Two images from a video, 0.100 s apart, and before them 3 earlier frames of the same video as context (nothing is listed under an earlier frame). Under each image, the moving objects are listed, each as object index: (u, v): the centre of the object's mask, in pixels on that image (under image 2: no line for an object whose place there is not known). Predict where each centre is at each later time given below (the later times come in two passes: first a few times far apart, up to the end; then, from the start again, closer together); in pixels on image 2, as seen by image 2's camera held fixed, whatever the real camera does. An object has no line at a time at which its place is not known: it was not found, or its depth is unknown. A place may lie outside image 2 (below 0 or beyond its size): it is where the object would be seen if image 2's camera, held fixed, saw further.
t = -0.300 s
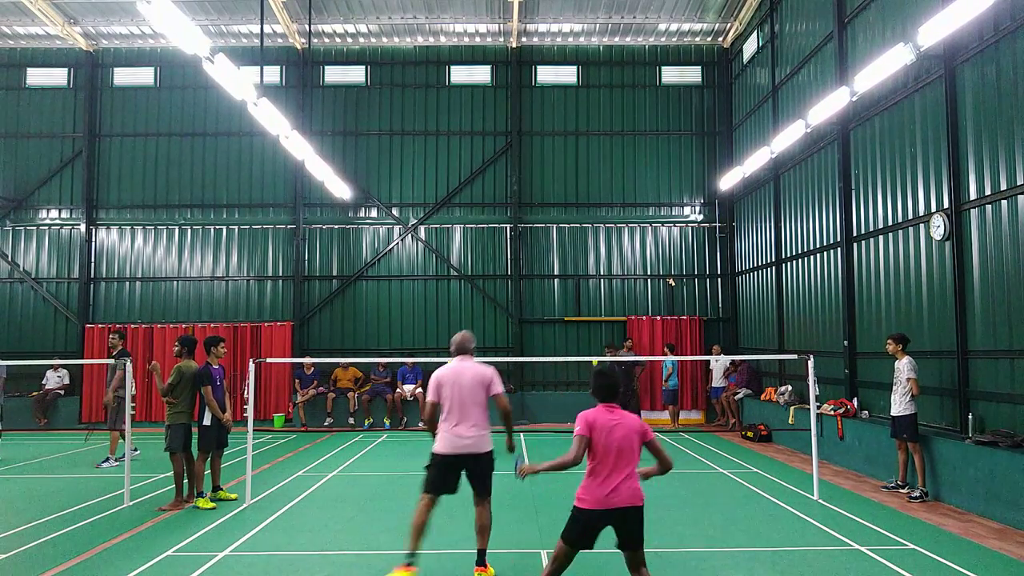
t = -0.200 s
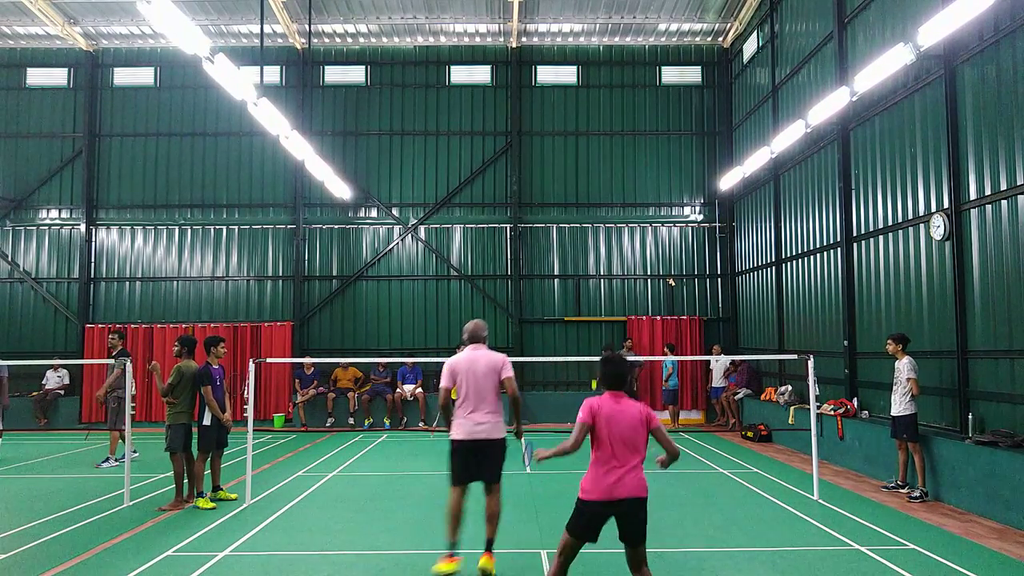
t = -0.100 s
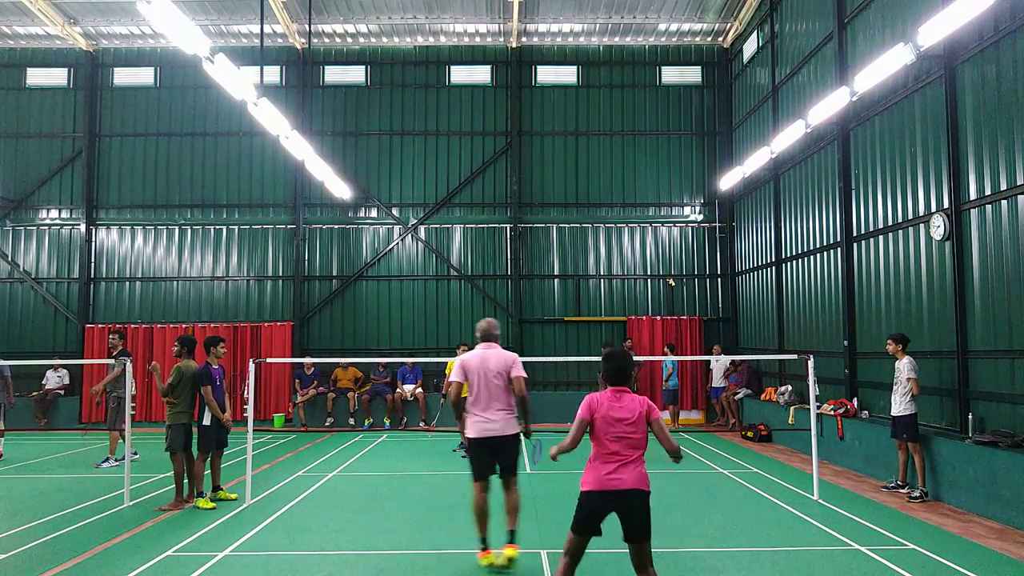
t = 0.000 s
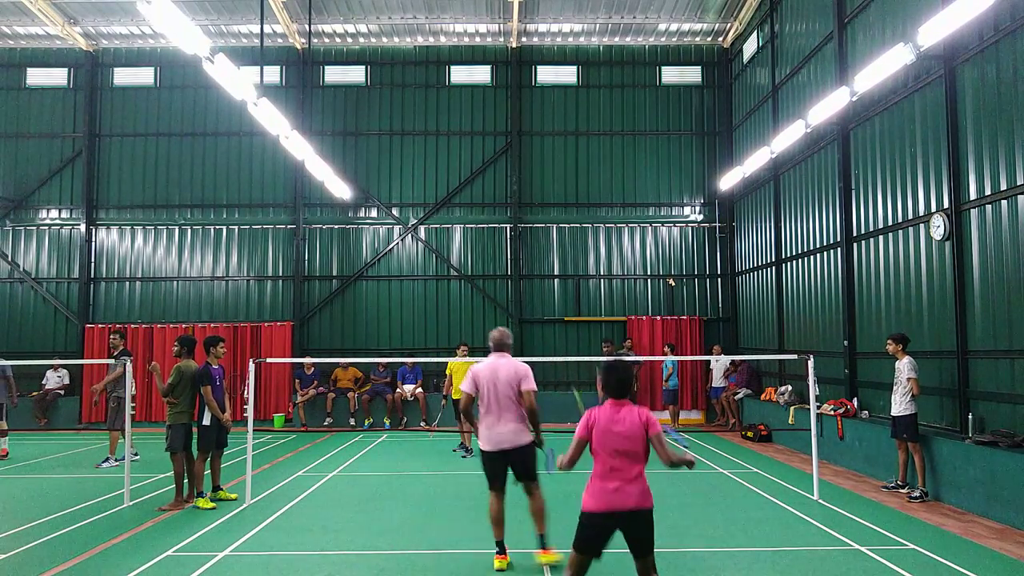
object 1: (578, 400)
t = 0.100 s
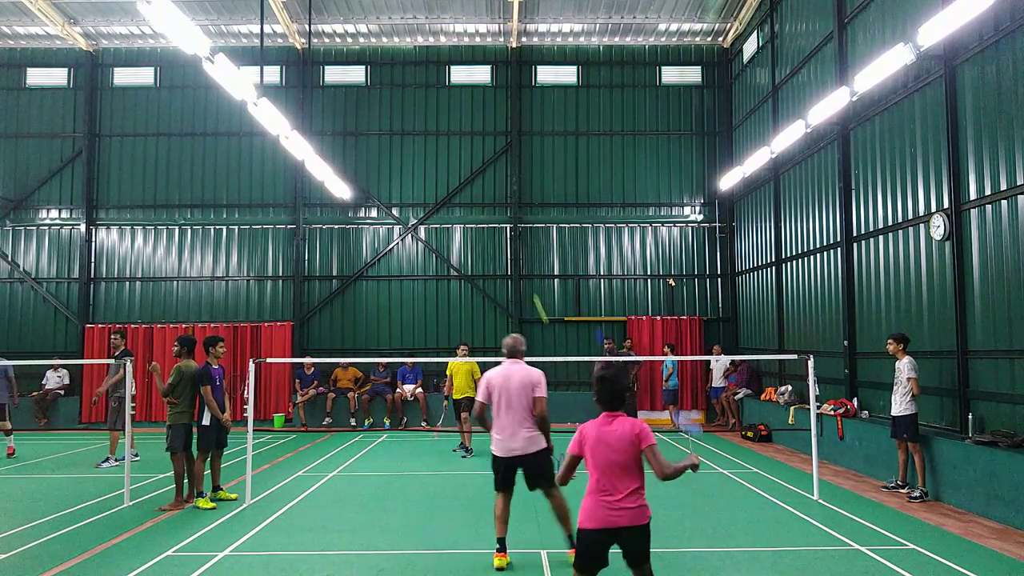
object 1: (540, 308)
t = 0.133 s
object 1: (529, 281)
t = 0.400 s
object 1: (435, 114)
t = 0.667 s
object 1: (335, 32)
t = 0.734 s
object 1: (306, 25)
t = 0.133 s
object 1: (529, 281)
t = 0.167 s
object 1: (517, 255)
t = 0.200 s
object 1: (505, 230)
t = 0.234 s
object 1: (493, 210)
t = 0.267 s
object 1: (482, 188)
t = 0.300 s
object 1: (470, 168)
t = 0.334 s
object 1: (458, 148)
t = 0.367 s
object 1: (446, 131)
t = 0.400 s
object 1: (435, 114)
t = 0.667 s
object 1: (335, 32)
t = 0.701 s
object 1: (323, 27)
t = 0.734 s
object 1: (306, 25)
